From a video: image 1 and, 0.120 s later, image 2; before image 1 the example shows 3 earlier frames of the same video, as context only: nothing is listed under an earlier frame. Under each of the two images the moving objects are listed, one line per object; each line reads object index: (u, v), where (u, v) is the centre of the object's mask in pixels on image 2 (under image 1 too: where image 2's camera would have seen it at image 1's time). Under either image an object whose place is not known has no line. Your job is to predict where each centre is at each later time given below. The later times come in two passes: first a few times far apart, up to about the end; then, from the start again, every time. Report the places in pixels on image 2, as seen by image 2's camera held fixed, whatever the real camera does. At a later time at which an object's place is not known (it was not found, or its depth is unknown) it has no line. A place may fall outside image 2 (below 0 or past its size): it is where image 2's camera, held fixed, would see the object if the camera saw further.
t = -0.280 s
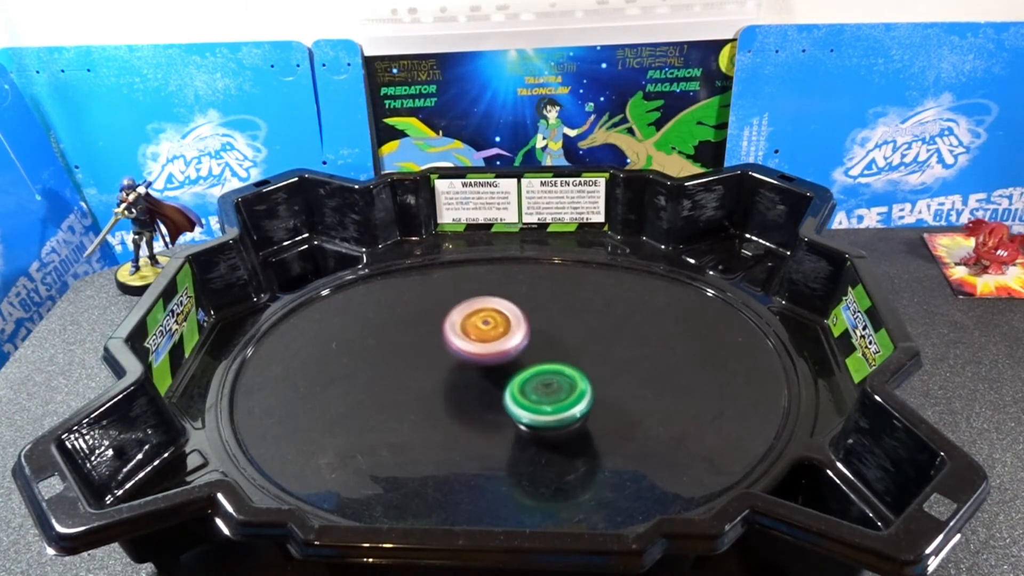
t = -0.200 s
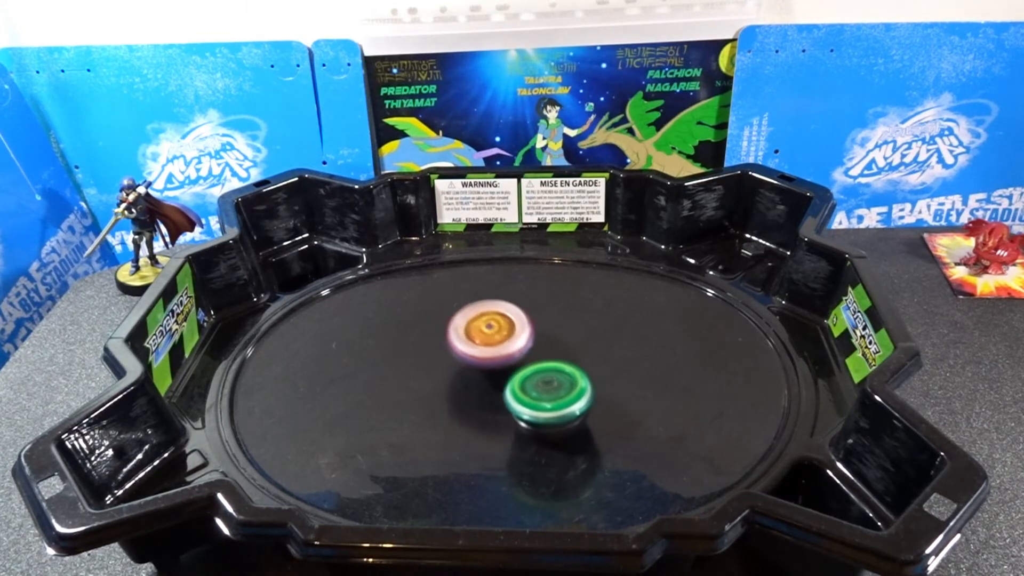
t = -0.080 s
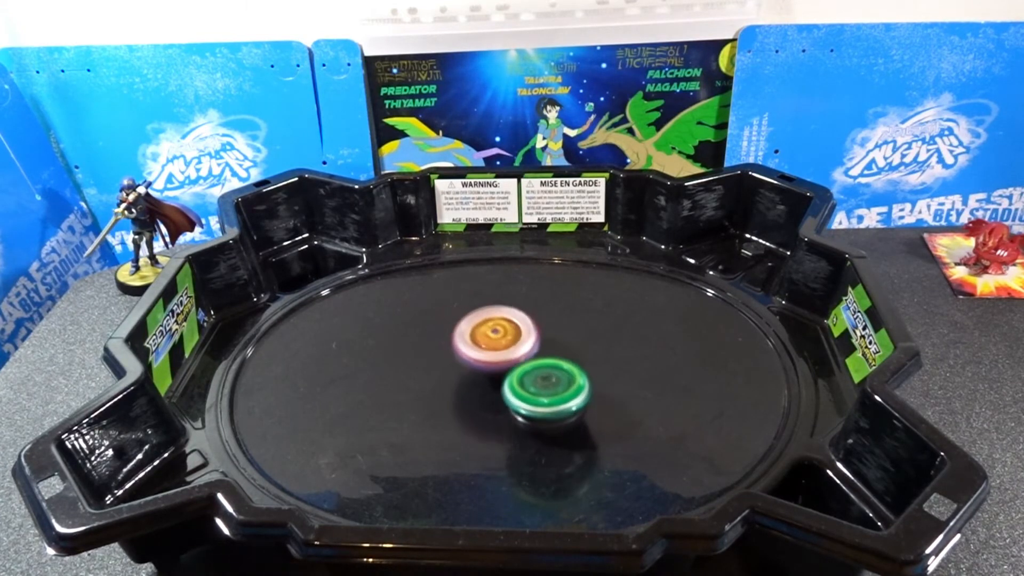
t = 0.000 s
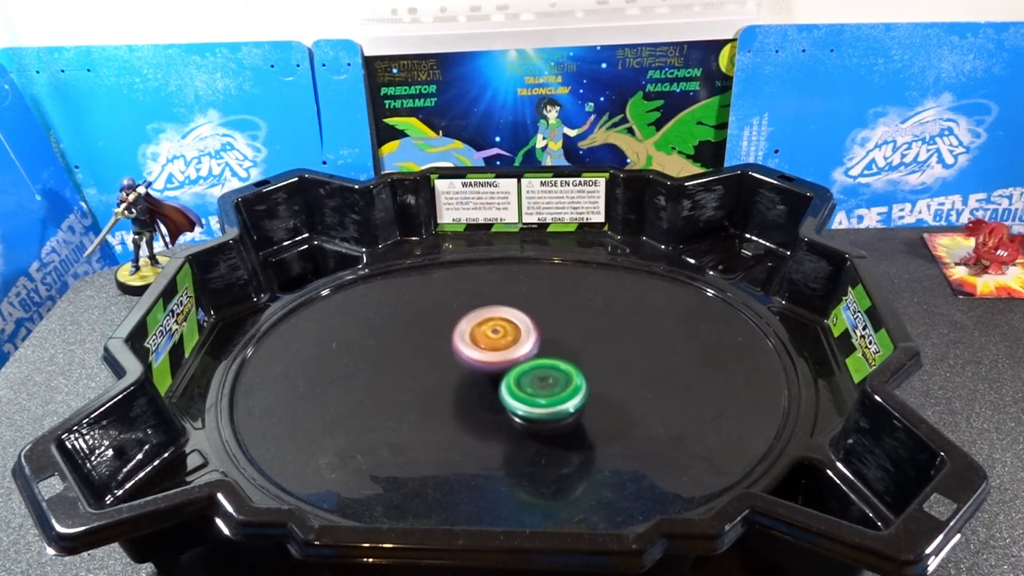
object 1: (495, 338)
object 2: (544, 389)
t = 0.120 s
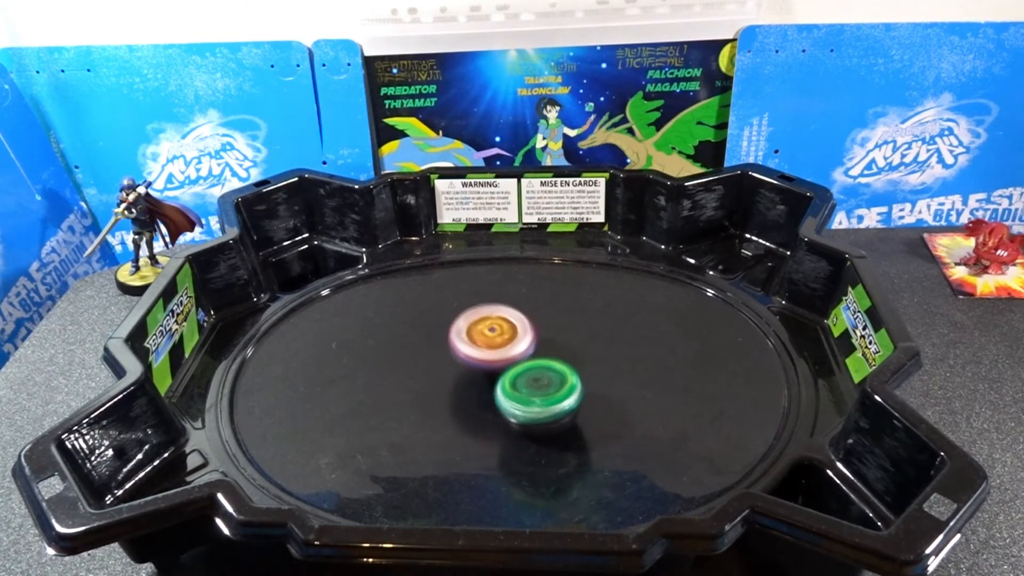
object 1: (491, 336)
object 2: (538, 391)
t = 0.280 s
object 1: (481, 328)
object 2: (540, 404)
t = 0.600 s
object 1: (485, 342)
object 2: (521, 398)
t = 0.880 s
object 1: (485, 335)
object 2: (498, 397)
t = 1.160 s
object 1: (498, 327)
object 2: (478, 390)
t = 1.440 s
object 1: (529, 325)
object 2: (452, 392)
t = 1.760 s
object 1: (546, 360)
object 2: (453, 377)
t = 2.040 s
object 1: (548, 394)
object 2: (465, 355)
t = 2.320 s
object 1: (510, 403)
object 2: (494, 345)
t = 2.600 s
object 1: (465, 395)
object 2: (533, 349)
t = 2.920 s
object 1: (450, 361)
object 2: (549, 374)
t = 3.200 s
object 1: (485, 339)
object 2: (532, 391)
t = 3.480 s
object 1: (532, 335)
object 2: (494, 393)
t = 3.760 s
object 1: (561, 359)
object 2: (469, 370)
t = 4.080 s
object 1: (532, 393)
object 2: (481, 346)
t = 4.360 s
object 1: (480, 397)
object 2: (514, 338)
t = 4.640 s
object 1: (445, 372)
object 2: (538, 361)
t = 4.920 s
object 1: (463, 343)
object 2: (524, 385)
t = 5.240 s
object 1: (512, 332)
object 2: (485, 412)
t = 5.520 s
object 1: (579, 352)
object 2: (406, 392)
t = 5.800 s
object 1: (565, 369)
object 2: (365, 381)
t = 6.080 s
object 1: (513, 350)
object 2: (429, 368)
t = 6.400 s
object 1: (553, 349)
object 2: (429, 337)
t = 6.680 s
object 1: (527, 379)
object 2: (440, 357)
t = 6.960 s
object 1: (510, 384)
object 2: (437, 356)
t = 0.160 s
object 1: (488, 332)
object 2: (540, 396)
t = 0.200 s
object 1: (485, 330)
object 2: (541, 400)
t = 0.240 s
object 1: (483, 328)
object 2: (541, 403)
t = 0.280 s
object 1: (481, 328)
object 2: (540, 404)
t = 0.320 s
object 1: (480, 329)
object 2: (539, 405)
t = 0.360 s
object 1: (480, 331)
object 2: (538, 405)
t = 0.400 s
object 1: (480, 333)
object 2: (536, 404)
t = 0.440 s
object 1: (481, 335)
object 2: (533, 403)
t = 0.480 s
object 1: (482, 337)
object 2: (530, 402)
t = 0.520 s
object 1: (484, 339)
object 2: (527, 400)
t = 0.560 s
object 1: (485, 341)
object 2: (524, 398)
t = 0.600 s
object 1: (485, 342)
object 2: (521, 398)
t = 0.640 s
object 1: (485, 340)
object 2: (518, 400)
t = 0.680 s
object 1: (485, 340)
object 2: (515, 400)
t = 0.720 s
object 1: (485, 340)
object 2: (512, 398)
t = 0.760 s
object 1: (485, 339)
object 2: (509, 398)
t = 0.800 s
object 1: (485, 338)
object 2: (505, 398)
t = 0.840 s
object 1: (485, 337)
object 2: (501, 397)
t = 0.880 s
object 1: (485, 335)
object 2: (498, 397)
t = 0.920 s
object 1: (486, 334)
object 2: (495, 396)
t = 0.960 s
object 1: (487, 333)
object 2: (492, 394)
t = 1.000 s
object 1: (489, 331)
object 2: (489, 393)
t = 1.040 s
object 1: (490, 330)
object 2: (486, 393)
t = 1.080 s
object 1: (493, 329)
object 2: (483, 391)
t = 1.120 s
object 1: (495, 328)
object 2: (481, 390)
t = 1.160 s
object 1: (498, 327)
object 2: (478, 390)
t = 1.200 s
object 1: (501, 327)
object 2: (476, 389)
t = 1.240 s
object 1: (503, 327)
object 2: (474, 388)
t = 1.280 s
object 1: (507, 327)
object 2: (472, 386)
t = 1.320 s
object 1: (515, 324)
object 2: (464, 389)
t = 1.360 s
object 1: (521, 322)
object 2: (458, 392)
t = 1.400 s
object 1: (525, 323)
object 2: (455, 392)
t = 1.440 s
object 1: (529, 325)
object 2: (452, 392)
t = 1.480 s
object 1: (533, 327)
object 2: (450, 392)
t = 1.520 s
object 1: (536, 331)
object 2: (449, 391)
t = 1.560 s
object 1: (539, 335)
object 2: (448, 389)
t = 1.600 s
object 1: (542, 339)
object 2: (448, 387)
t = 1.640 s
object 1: (545, 344)
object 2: (448, 385)
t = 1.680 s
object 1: (546, 348)
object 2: (449, 382)
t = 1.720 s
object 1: (546, 354)
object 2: (451, 380)
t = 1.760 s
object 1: (546, 360)
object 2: (453, 377)
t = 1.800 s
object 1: (547, 366)
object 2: (454, 374)
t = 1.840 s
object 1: (550, 372)
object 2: (453, 370)
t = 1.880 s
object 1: (552, 377)
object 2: (455, 366)
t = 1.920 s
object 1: (553, 381)
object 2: (457, 363)
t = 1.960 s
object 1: (553, 386)
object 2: (459, 360)
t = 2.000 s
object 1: (551, 390)
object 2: (462, 357)
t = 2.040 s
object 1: (548, 394)
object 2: (465, 355)
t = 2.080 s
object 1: (545, 397)
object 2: (468, 352)
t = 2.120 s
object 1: (541, 400)
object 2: (472, 351)
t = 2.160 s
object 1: (536, 402)
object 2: (476, 349)
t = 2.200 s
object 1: (530, 403)
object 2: (480, 348)
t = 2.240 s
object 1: (523, 404)
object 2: (485, 347)
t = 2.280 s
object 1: (516, 404)
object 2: (489, 346)
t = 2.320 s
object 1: (510, 403)
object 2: (494, 345)
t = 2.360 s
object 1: (504, 403)
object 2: (499, 344)
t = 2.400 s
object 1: (497, 403)
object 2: (505, 344)
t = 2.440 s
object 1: (491, 402)
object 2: (510, 344)
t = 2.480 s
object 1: (485, 401)
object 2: (515, 344)
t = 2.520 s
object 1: (480, 398)
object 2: (521, 345)
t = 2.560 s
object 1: (472, 397)
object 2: (527, 346)
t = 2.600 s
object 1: (465, 395)
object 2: (533, 349)
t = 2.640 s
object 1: (459, 392)
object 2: (537, 351)
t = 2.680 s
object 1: (455, 389)
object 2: (541, 353)
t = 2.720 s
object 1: (451, 385)
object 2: (544, 357)
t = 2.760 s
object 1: (449, 380)
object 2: (546, 360)
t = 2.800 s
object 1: (448, 376)
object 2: (548, 364)
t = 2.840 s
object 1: (448, 371)
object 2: (549, 368)
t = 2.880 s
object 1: (448, 365)
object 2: (549, 371)
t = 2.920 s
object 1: (450, 361)
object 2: (549, 374)
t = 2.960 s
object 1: (453, 356)
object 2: (548, 377)
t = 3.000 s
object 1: (456, 352)
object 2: (547, 380)
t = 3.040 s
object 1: (461, 348)
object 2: (546, 383)
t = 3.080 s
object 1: (466, 345)
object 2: (544, 385)
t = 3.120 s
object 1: (472, 342)
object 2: (541, 387)
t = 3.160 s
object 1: (478, 340)
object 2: (537, 389)
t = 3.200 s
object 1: (485, 339)
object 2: (532, 391)
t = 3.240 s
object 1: (492, 337)
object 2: (528, 392)
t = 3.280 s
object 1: (499, 335)
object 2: (523, 394)
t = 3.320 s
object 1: (505, 334)
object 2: (518, 395)
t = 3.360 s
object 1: (512, 333)
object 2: (512, 395)
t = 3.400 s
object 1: (520, 333)
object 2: (505, 396)
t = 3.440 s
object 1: (526, 334)
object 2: (499, 395)
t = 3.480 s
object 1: (532, 335)
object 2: (494, 393)
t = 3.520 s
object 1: (538, 338)
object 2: (489, 391)
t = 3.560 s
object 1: (545, 340)
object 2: (483, 389)
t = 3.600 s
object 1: (550, 342)
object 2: (478, 385)
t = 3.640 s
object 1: (554, 346)
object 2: (475, 382)
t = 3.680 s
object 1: (558, 349)
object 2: (472, 378)
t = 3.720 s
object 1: (560, 354)
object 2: (470, 374)
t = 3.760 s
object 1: (561, 359)
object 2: (469, 370)
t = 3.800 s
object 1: (562, 364)
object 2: (469, 366)
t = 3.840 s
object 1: (561, 369)
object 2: (469, 363)
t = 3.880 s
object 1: (558, 374)
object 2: (470, 359)
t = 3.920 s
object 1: (555, 379)
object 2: (471, 356)
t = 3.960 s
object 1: (551, 383)
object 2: (473, 353)
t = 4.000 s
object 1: (545, 387)
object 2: (475, 351)
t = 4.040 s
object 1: (539, 390)
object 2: (478, 348)
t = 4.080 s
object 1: (532, 393)
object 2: (481, 346)
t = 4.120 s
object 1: (526, 394)
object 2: (484, 343)
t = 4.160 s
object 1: (518, 395)
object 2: (488, 341)
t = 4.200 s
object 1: (511, 396)
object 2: (492, 340)
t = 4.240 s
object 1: (503, 396)
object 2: (497, 338)
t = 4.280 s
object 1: (493, 398)
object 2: (504, 336)
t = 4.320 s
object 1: (485, 398)
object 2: (510, 337)
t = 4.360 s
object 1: (480, 397)
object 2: (514, 338)
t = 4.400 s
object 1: (472, 395)
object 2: (518, 340)
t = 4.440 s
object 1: (467, 392)
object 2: (522, 343)
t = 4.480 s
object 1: (462, 389)
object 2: (526, 346)
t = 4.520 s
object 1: (456, 385)
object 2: (530, 349)
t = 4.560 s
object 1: (453, 381)
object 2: (532, 353)
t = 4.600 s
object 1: (451, 377)
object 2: (534, 357)
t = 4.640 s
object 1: (445, 372)
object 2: (538, 361)
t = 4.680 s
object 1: (444, 367)
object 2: (539, 366)
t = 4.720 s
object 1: (444, 362)
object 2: (539, 370)
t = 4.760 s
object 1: (446, 358)
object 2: (538, 374)
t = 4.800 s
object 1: (448, 353)
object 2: (536, 378)
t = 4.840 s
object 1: (452, 349)
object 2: (532, 380)
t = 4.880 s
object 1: (457, 345)
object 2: (528, 383)
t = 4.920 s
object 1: (463, 343)
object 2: (524, 385)
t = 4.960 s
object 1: (469, 340)
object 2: (521, 388)
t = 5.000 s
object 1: (474, 338)
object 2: (515, 390)
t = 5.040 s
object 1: (482, 334)
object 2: (509, 396)
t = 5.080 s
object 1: (490, 327)
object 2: (503, 407)
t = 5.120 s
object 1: (498, 323)
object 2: (499, 413)
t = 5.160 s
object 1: (504, 325)
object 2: (493, 414)
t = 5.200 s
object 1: (508, 327)
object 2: (488, 414)
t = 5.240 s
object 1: (512, 332)
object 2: (485, 412)
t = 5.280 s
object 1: (517, 335)
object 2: (482, 411)
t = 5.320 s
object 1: (519, 342)
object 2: (481, 408)
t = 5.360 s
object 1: (522, 348)
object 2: (478, 406)
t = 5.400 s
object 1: (525, 354)
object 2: (474, 403)
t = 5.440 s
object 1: (545, 355)
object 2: (452, 400)
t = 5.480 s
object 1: (562, 354)
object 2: (427, 398)
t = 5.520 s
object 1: (579, 352)
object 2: (406, 392)
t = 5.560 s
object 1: (586, 356)
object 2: (388, 387)
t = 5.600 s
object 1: (589, 358)
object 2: (373, 382)
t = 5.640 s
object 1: (587, 360)
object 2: (363, 378)
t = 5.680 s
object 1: (584, 363)
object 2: (357, 376)
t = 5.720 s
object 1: (580, 366)
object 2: (356, 376)
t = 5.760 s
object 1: (573, 367)
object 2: (360, 376)
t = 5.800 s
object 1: (565, 369)
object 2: (365, 381)
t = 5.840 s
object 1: (555, 370)
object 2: (369, 383)
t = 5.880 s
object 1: (544, 368)
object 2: (376, 384)
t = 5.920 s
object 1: (535, 366)
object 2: (383, 384)
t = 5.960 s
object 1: (528, 363)
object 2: (393, 383)
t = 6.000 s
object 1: (521, 359)
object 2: (404, 379)
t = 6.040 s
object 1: (516, 355)
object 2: (416, 375)
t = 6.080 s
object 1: (513, 350)
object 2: (429, 368)
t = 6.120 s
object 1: (514, 346)
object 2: (438, 364)
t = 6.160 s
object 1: (520, 345)
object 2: (440, 353)
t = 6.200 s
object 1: (524, 342)
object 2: (439, 346)
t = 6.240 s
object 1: (531, 345)
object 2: (434, 340)
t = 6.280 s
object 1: (536, 344)
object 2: (430, 336)
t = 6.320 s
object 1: (541, 343)
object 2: (428, 337)
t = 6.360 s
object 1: (549, 344)
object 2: (428, 337)
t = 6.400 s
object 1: (553, 349)
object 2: (429, 337)
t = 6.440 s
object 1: (553, 354)
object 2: (432, 336)
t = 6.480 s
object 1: (552, 358)
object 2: (437, 338)
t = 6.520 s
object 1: (552, 363)
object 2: (442, 341)
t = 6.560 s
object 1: (548, 368)
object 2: (446, 346)
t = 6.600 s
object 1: (543, 373)
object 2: (446, 351)
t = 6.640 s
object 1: (535, 377)
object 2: (444, 355)
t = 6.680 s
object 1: (527, 379)
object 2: (440, 357)
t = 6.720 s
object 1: (521, 379)
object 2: (436, 358)
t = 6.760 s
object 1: (514, 379)
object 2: (434, 357)
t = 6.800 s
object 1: (508, 378)
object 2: (433, 357)
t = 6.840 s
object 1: (506, 378)
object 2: (434, 356)
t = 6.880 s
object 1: (508, 380)
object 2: (436, 356)
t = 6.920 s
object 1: (509, 381)
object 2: (437, 356)
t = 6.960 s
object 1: (510, 384)
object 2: (437, 356)
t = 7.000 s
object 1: (509, 385)
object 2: (438, 356)
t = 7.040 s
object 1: (510, 387)
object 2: (439, 356)
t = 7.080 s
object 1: (514, 391)
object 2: (441, 354)
